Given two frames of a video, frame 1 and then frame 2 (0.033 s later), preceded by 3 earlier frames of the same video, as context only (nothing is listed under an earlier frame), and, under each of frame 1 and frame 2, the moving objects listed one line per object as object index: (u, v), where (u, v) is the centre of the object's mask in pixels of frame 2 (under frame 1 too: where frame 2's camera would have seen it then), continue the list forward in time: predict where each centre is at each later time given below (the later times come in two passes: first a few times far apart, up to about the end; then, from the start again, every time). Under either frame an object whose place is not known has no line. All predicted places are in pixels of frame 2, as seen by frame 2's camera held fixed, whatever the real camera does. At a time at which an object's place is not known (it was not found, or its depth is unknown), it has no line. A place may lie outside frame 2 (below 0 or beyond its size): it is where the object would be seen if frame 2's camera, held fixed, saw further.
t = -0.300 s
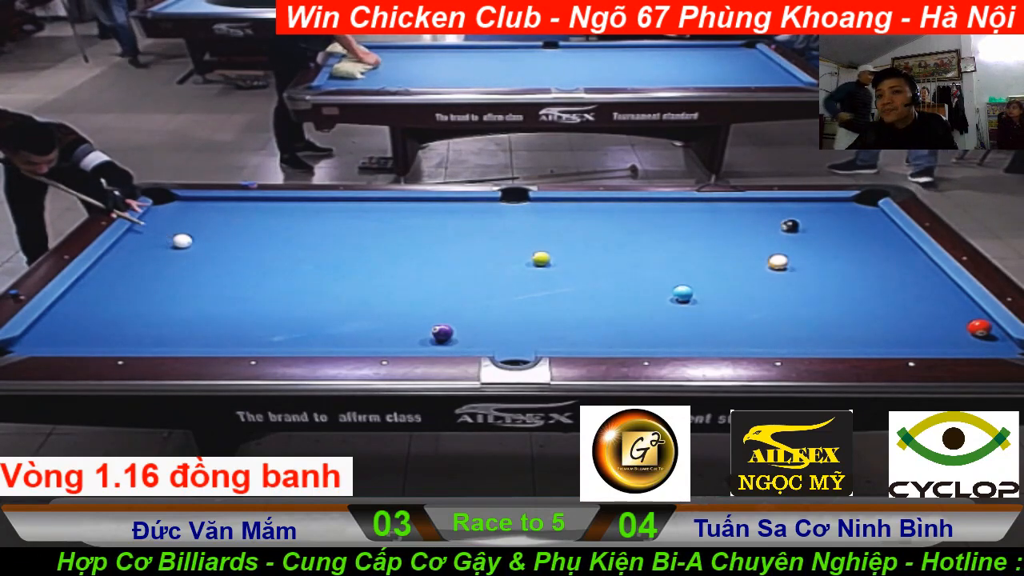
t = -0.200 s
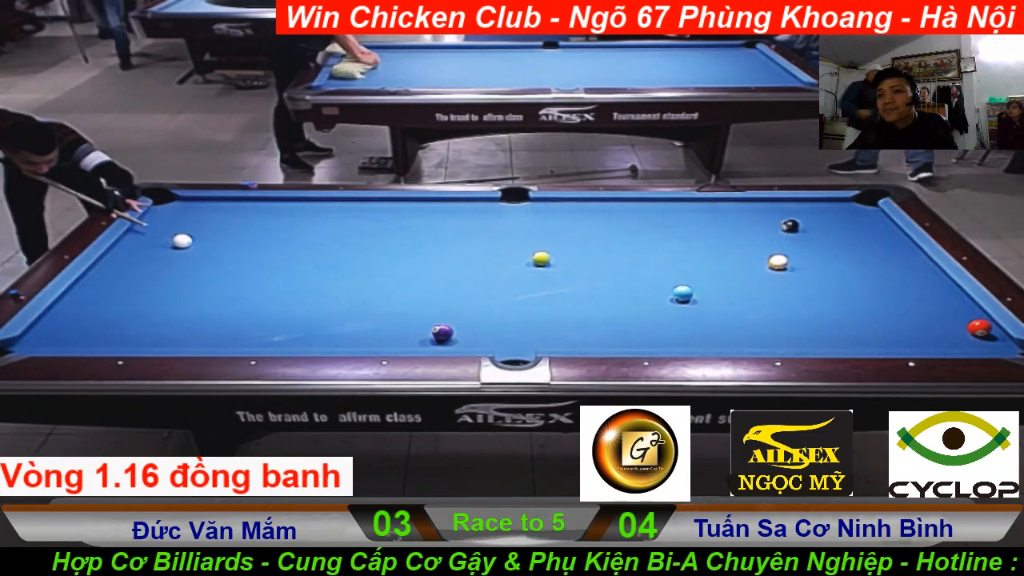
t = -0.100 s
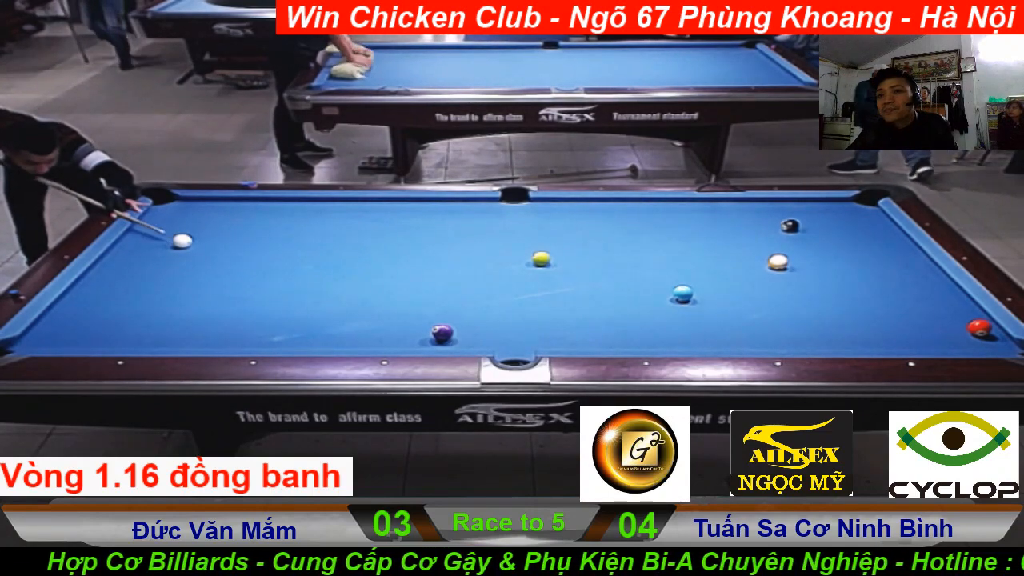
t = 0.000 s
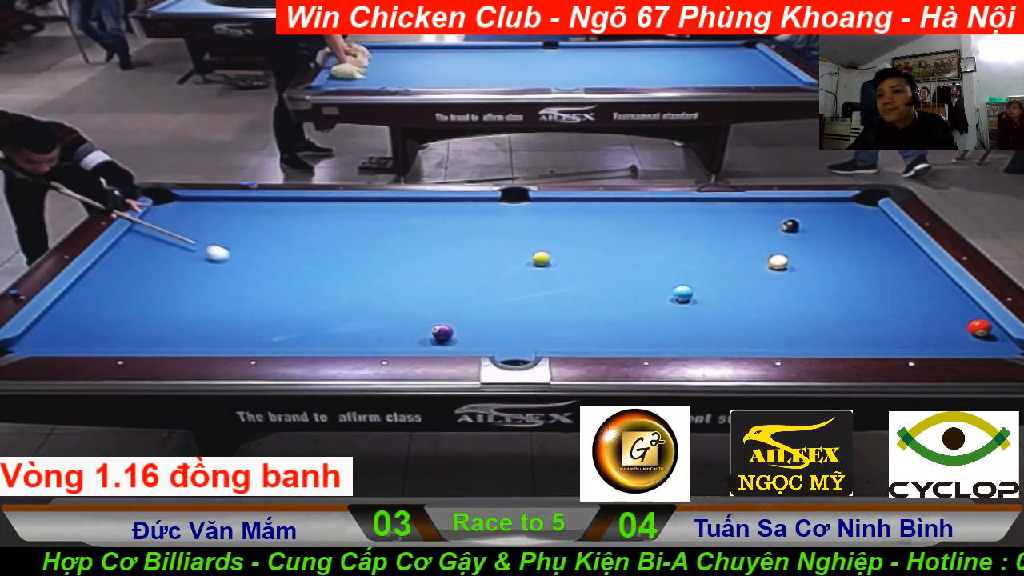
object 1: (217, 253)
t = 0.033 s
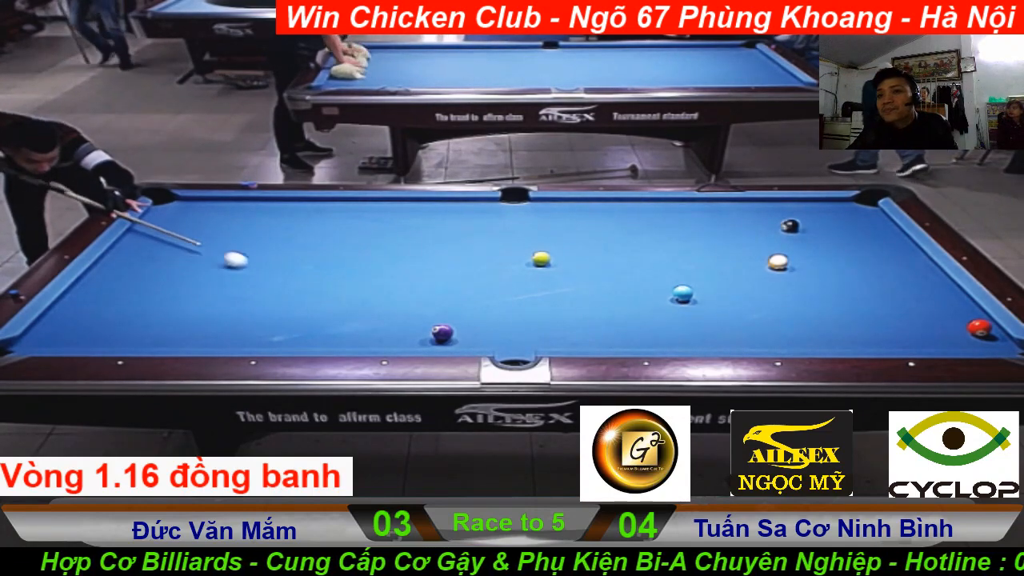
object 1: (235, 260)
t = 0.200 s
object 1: (322, 291)
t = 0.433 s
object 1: (423, 330)
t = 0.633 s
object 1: (435, 342)
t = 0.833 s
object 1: (454, 339)
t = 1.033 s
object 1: (471, 332)
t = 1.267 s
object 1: (488, 324)
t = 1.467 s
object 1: (502, 317)
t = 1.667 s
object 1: (515, 311)
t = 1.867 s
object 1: (526, 306)
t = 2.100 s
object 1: (539, 300)
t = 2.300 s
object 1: (549, 296)
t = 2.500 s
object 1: (558, 291)
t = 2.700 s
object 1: (566, 288)
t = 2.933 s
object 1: (574, 284)
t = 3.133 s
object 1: (580, 281)
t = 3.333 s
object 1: (586, 279)
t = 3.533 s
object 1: (591, 276)
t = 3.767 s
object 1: (596, 274)
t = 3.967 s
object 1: (599, 272)
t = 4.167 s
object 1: (601, 271)
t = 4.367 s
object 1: (604, 271)
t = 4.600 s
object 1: (605, 270)
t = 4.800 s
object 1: (606, 270)
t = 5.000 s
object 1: (606, 270)
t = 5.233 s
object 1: (606, 270)
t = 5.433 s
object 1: (606, 270)
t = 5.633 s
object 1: (606, 270)
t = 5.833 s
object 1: (606, 270)
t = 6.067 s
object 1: (606, 270)
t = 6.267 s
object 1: (606, 270)
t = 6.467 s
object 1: (606, 270)
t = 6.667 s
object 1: (606, 270)
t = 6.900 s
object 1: (606, 270)
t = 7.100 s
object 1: (606, 270)
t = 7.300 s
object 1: (606, 270)
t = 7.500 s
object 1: (606, 270)
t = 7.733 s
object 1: (606, 270)
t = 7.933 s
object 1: (606, 270)
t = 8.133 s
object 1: (606, 270)
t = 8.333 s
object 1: (606, 270)
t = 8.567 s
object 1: (606, 270)
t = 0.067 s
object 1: (253, 266)
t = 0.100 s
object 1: (270, 272)
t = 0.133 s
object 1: (287, 279)
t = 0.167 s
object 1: (305, 285)
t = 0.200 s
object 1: (322, 291)
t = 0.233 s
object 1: (339, 298)
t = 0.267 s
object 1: (358, 304)
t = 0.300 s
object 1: (376, 311)
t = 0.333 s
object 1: (395, 317)
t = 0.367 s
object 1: (414, 324)
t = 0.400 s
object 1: (424, 329)
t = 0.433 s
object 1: (423, 330)
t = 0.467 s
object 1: (423, 332)
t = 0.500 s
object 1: (424, 334)
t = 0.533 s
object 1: (425, 336)
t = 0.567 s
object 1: (428, 338)
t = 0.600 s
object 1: (432, 340)
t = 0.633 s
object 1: (435, 342)
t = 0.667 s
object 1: (440, 344)
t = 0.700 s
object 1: (443, 343)
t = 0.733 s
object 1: (446, 342)
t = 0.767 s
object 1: (449, 341)
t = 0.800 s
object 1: (452, 340)
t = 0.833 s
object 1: (454, 339)
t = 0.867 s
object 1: (457, 338)
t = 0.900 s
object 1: (460, 337)
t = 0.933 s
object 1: (462, 336)
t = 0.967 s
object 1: (465, 334)
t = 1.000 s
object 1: (468, 333)
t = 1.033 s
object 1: (471, 332)
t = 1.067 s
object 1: (473, 331)
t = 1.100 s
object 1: (476, 329)
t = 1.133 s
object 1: (478, 328)
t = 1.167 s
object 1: (481, 327)
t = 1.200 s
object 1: (483, 326)
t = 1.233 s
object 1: (485, 325)
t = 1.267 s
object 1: (488, 324)
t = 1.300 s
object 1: (490, 323)
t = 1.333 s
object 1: (493, 321)
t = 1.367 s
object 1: (495, 320)
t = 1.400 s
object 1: (497, 319)
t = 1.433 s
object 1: (500, 318)
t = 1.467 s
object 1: (502, 317)
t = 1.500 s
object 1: (504, 316)
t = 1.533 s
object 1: (506, 315)
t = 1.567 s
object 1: (508, 314)
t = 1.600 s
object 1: (511, 313)
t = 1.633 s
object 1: (513, 312)
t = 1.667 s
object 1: (515, 311)
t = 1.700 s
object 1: (517, 310)
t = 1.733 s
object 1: (519, 310)
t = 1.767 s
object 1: (521, 309)
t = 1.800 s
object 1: (523, 308)
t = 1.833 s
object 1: (525, 307)
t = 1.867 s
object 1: (526, 306)
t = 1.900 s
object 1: (528, 305)
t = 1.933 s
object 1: (530, 304)
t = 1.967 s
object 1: (532, 303)
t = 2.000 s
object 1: (534, 302)
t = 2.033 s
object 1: (535, 302)
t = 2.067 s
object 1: (537, 301)
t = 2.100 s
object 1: (539, 300)
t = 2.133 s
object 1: (540, 299)
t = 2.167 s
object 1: (542, 299)
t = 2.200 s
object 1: (544, 298)
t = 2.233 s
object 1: (546, 297)
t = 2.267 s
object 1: (547, 296)
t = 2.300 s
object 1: (549, 296)
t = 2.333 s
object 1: (550, 295)
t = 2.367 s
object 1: (552, 294)
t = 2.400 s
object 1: (553, 294)
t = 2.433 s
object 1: (555, 293)
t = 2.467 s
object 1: (556, 292)
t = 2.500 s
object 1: (558, 291)
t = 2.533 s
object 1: (559, 291)
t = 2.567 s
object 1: (561, 290)
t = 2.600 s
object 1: (562, 290)
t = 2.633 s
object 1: (563, 289)
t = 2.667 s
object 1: (564, 289)
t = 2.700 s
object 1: (566, 288)
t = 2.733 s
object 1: (567, 287)
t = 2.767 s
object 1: (568, 287)
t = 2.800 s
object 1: (569, 286)
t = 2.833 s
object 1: (571, 286)
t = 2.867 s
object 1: (572, 285)
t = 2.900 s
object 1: (573, 285)
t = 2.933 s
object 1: (574, 284)
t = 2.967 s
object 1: (575, 284)
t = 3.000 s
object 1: (576, 283)
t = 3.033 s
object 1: (578, 282)
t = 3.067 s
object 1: (579, 282)
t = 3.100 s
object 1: (580, 282)
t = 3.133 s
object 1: (580, 281)
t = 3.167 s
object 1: (582, 281)
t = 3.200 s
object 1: (582, 280)
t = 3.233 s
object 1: (583, 280)
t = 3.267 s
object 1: (584, 279)
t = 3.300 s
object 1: (585, 279)
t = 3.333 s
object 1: (586, 279)
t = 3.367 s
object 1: (587, 278)
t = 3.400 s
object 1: (588, 278)
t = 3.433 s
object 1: (589, 278)
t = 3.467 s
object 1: (589, 277)
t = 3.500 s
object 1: (590, 277)
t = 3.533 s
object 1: (591, 276)
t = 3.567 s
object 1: (592, 276)
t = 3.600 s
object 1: (592, 276)
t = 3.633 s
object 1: (593, 275)
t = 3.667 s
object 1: (594, 275)
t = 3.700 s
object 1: (594, 275)
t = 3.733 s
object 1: (595, 274)
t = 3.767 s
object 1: (596, 274)
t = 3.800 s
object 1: (596, 274)
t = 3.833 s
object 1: (597, 273)
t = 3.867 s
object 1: (597, 273)
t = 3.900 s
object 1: (598, 273)
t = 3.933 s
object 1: (598, 273)
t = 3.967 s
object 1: (599, 272)
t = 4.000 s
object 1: (600, 272)
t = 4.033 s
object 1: (600, 272)
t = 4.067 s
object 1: (600, 272)
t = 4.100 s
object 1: (601, 272)
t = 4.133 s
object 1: (601, 272)
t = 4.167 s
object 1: (601, 271)
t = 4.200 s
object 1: (602, 271)
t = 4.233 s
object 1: (602, 271)
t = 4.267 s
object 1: (602, 271)
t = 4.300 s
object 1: (603, 271)
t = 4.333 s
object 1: (603, 271)
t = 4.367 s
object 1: (604, 271)
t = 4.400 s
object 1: (604, 270)
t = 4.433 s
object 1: (604, 270)
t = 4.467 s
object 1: (604, 270)
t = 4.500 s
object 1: (605, 270)
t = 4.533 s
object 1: (605, 270)
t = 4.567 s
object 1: (605, 270)
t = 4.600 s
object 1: (605, 270)
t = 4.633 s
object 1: (606, 270)
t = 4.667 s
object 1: (606, 270)
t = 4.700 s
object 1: (606, 270)
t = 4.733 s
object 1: (606, 270)
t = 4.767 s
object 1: (606, 270)
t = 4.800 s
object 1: (606, 270)
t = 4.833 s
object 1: (606, 270)
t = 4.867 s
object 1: (606, 270)
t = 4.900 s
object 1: (606, 270)
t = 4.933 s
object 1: (606, 270)
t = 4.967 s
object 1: (606, 270)
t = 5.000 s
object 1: (606, 270)
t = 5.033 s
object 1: (606, 270)
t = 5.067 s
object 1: (606, 270)
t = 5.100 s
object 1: (606, 270)
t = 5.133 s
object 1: (606, 270)
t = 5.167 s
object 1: (606, 270)
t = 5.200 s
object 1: (606, 270)
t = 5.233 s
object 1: (606, 270)
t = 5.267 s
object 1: (606, 270)
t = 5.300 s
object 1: (606, 270)
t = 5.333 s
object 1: (606, 270)
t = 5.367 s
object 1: (606, 270)
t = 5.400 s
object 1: (606, 270)
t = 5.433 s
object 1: (606, 270)
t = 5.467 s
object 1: (606, 270)
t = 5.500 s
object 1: (606, 270)
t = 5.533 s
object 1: (606, 270)
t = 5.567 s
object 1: (606, 270)
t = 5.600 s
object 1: (606, 270)
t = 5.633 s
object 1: (606, 270)
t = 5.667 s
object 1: (606, 270)
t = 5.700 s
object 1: (606, 270)
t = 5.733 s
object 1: (606, 270)
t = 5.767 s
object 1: (606, 270)
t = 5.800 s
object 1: (606, 270)
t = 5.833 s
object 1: (606, 270)
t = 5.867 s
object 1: (606, 270)
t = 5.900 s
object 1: (606, 270)
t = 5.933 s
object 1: (606, 270)
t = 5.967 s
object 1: (606, 270)
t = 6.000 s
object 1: (606, 270)
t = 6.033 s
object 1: (606, 270)
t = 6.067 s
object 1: (606, 270)
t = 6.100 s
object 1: (606, 270)
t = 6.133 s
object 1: (606, 270)
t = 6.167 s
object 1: (606, 270)
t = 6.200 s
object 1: (606, 270)
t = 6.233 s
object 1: (606, 270)
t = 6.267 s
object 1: (606, 270)
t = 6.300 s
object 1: (606, 270)
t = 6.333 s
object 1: (606, 270)
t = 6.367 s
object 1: (606, 270)
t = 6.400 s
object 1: (606, 270)
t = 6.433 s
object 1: (606, 270)
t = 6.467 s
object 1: (606, 270)
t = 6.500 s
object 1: (606, 270)
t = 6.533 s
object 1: (606, 270)
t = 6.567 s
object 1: (606, 270)
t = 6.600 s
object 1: (606, 270)
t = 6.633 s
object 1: (606, 270)
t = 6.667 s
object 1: (606, 270)
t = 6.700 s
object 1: (606, 270)
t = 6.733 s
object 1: (606, 270)
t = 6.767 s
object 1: (606, 270)
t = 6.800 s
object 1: (606, 270)
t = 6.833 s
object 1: (606, 270)
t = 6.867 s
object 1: (606, 270)
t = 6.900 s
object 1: (606, 270)
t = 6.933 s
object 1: (606, 270)
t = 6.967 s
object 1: (606, 270)
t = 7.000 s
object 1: (606, 270)
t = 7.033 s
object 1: (606, 270)
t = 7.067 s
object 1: (606, 270)
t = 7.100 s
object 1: (606, 270)
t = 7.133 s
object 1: (606, 270)
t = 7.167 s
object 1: (606, 270)
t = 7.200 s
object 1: (606, 270)
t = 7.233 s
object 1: (606, 270)
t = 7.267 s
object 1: (606, 270)
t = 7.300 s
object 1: (606, 270)
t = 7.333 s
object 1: (606, 270)
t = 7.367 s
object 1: (606, 270)
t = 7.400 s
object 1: (606, 270)
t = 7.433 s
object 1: (606, 270)
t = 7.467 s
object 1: (606, 270)
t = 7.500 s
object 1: (606, 270)
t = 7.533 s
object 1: (606, 270)
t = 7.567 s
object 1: (606, 270)
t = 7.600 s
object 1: (606, 270)
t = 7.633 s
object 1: (606, 270)
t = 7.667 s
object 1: (606, 270)
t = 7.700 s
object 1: (606, 270)
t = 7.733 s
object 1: (606, 270)
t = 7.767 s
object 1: (606, 270)
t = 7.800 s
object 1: (606, 270)
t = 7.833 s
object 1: (606, 270)
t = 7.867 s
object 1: (606, 270)
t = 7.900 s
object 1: (606, 270)
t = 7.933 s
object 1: (606, 270)
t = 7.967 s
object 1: (606, 270)
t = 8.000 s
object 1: (606, 270)
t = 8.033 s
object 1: (606, 270)
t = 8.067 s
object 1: (606, 270)
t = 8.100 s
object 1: (606, 270)
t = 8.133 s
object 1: (606, 270)
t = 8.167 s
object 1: (606, 270)
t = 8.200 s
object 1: (606, 270)
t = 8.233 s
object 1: (606, 270)
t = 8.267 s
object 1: (606, 270)
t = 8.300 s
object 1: (606, 270)
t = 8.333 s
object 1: (606, 270)
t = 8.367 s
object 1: (606, 270)
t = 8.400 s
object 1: (606, 270)
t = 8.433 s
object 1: (606, 270)
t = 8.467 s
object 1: (606, 270)
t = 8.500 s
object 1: (606, 270)
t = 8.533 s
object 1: (606, 270)
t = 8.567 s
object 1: (606, 270)
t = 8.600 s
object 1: (606, 270)
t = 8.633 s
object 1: (606, 270)
